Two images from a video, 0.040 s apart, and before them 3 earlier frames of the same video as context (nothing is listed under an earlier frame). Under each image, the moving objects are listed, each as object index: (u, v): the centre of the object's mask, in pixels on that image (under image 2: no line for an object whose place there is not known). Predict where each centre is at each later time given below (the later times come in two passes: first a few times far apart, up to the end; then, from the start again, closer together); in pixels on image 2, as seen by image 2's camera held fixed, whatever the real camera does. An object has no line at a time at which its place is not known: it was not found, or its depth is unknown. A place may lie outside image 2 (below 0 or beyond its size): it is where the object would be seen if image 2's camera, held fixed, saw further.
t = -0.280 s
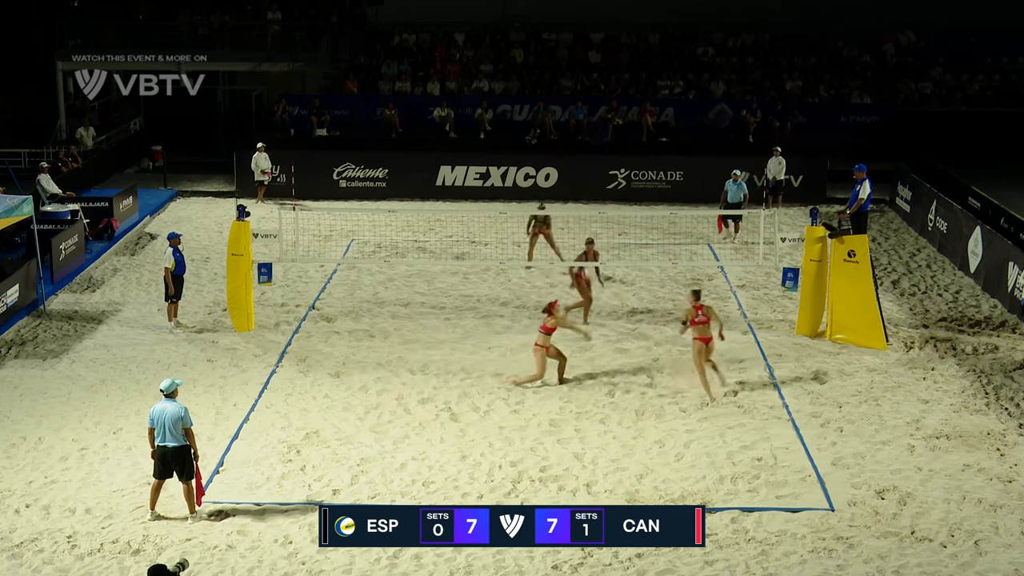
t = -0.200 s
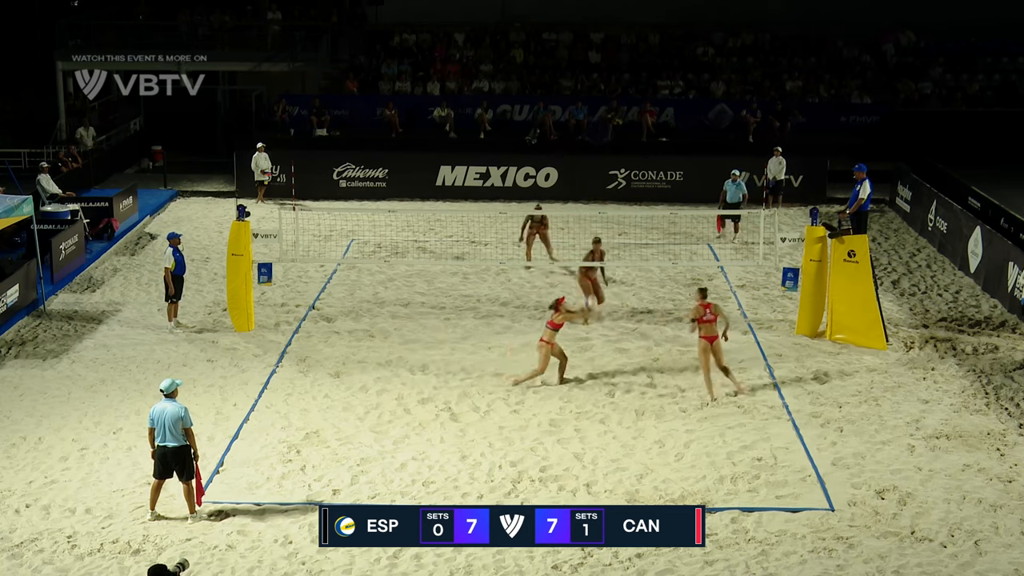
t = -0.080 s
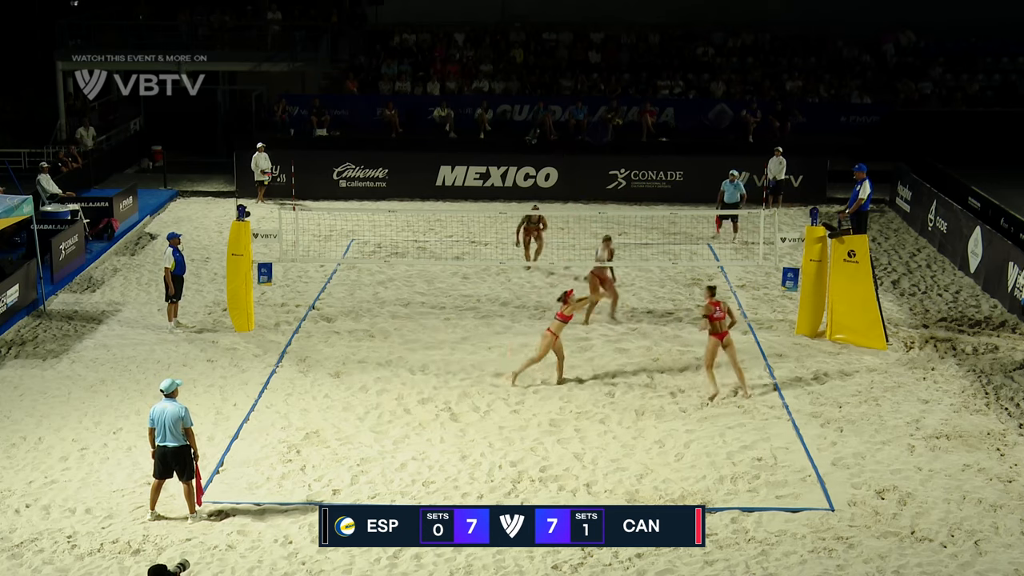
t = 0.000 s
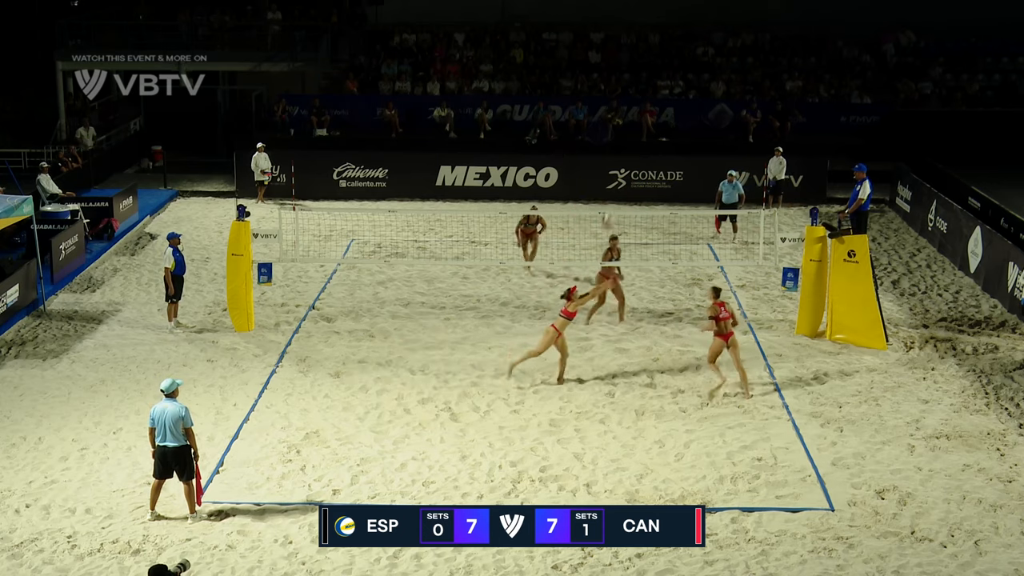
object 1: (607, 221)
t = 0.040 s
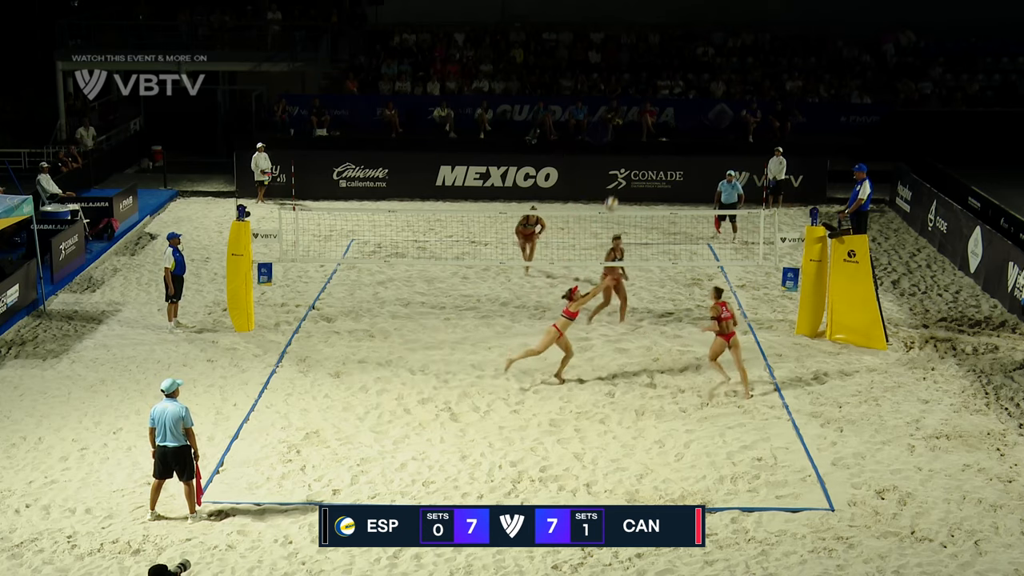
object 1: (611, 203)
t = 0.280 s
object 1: (631, 134)
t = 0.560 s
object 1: (653, 98)
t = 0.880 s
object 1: (676, 116)
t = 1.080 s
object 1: (688, 159)
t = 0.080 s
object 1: (614, 191)
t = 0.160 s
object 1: (621, 164)
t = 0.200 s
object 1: (625, 154)
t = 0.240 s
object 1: (628, 143)
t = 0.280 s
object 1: (631, 134)
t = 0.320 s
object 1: (635, 126)
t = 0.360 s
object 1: (638, 118)
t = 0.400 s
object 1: (641, 112)
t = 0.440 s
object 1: (644, 107)
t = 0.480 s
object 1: (647, 103)
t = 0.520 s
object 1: (651, 100)
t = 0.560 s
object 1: (653, 98)
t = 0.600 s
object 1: (657, 97)
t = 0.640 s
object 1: (659, 96)
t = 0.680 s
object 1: (662, 97)
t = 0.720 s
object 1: (665, 99)
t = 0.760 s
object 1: (668, 102)
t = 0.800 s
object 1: (671, 105)
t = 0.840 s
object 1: (673, 110)
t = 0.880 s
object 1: (676, 116)
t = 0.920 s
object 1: (679, 123)
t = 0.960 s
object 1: (681, 130)
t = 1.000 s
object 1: (684, 139)
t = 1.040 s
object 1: (686, 149)
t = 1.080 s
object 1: (688, 159)
